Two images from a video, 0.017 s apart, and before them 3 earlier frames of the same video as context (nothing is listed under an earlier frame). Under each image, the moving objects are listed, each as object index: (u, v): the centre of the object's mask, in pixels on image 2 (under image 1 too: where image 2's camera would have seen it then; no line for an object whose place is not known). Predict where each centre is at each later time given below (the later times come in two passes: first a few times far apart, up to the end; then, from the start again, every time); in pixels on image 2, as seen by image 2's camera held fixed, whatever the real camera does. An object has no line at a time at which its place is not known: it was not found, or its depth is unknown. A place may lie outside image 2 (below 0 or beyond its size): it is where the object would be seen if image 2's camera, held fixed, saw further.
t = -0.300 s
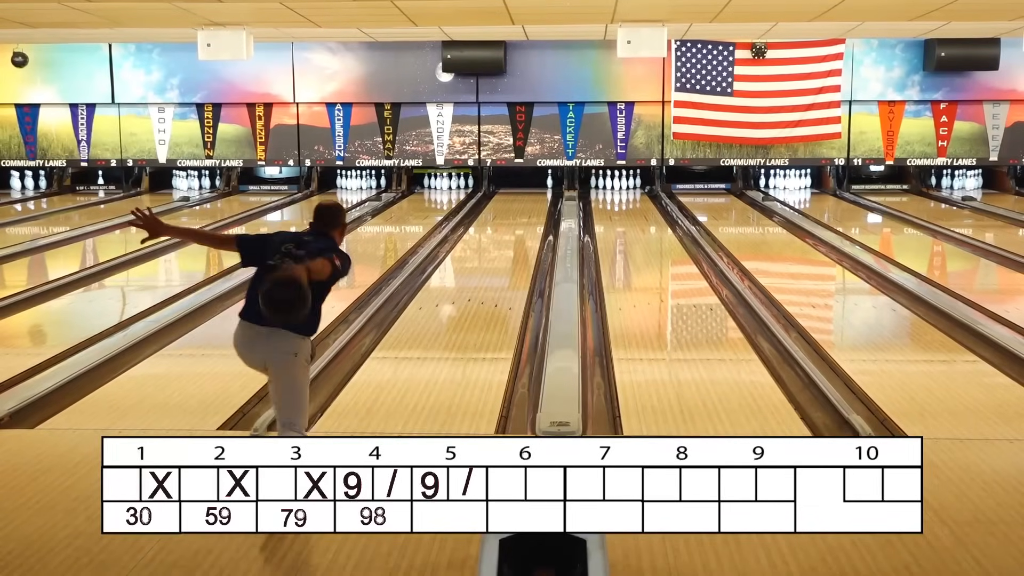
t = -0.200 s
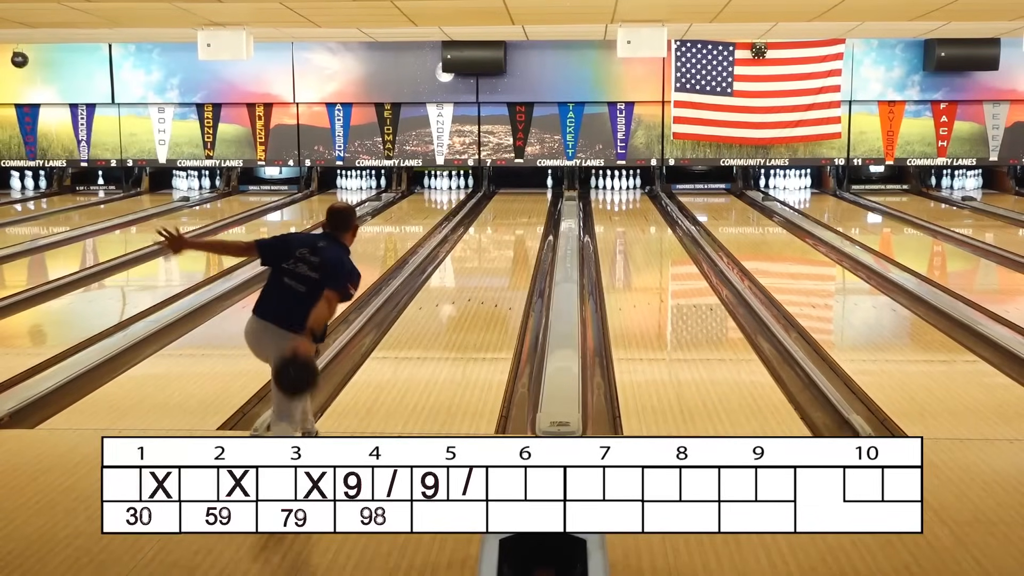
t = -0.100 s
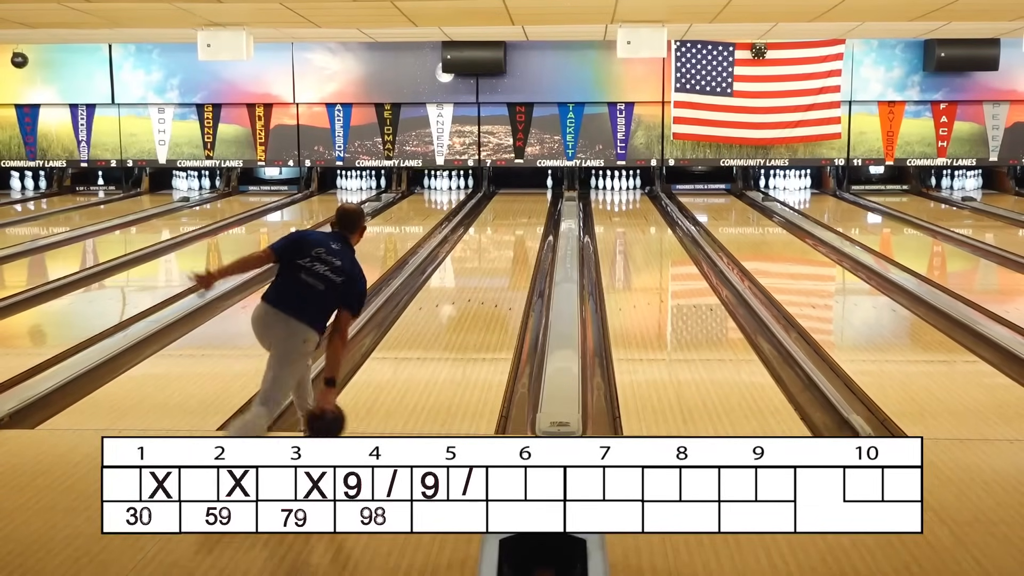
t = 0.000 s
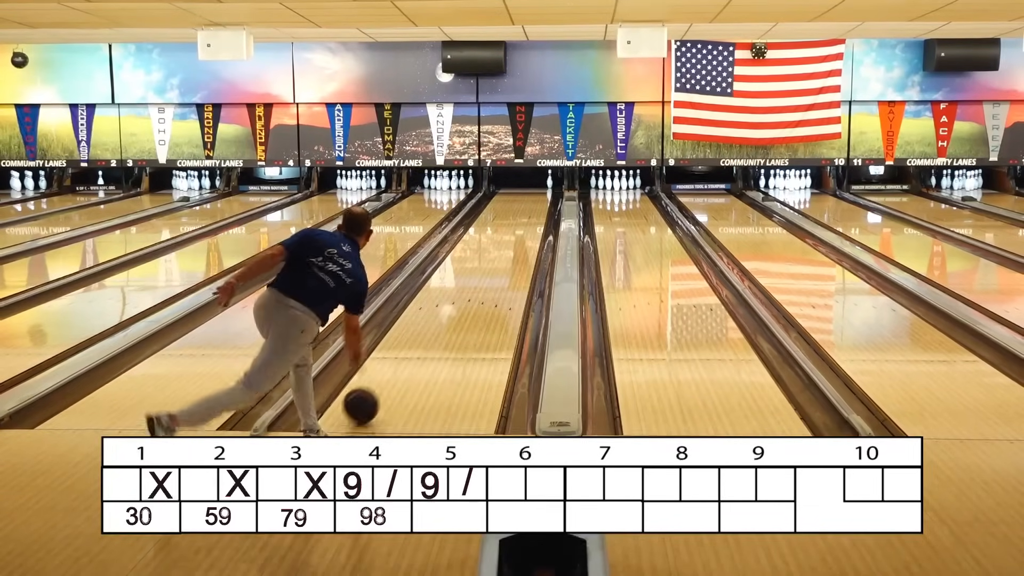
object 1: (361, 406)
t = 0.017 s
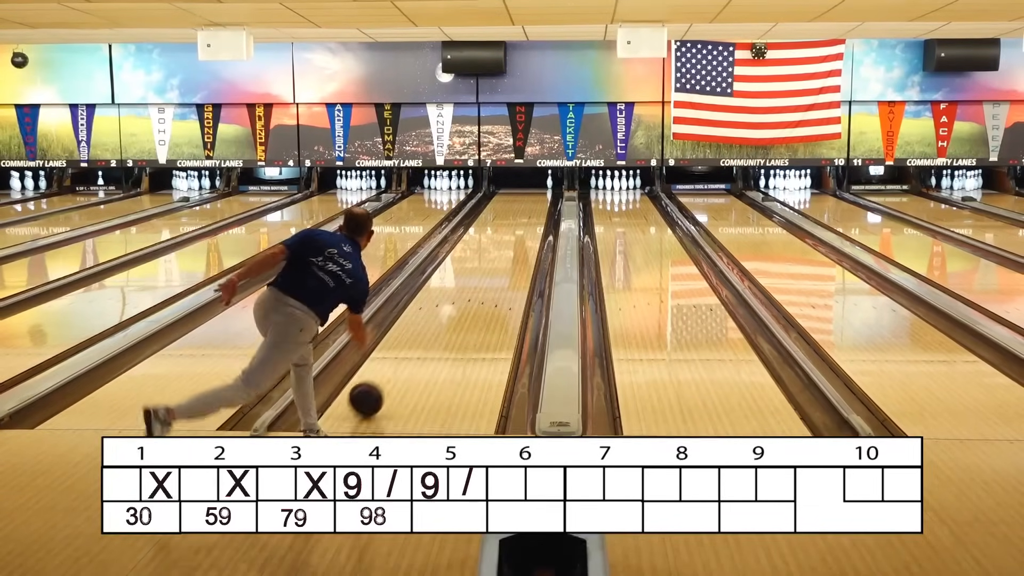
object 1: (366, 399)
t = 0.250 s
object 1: (421, 336)
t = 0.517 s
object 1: (461, 289)
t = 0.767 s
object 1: (486, 259)
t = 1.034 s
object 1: (505, 236)
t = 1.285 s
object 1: (519, 220)
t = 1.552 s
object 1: (530, 206)
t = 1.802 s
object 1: (538, 196)
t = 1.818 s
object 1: (539, 195)
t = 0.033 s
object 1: (371, 394)
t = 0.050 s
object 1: (376, 388)
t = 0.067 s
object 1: (380, 384)
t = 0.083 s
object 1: (385, 379)
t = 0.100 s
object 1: (389, 374)
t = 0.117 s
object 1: (393, 370)
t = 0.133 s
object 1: (397, 365)
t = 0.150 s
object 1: (401, 360)
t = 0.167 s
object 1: (404, 356)
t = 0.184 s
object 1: (408, 352)
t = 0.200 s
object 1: (411, 347)
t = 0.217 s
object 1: (415, 344)
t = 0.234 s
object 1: (418, 340)
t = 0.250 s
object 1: (421, 336)
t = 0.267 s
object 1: (424, 333)
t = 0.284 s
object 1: (427, 329)
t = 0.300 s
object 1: (430, 326)
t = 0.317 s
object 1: (433, 322)
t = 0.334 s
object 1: (435, 319)
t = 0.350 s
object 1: (438, 316)
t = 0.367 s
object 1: (440, 312)
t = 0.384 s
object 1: (443, 309)
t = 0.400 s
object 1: (445, 307)
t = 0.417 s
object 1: (448, 304)
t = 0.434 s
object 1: (450, 301)
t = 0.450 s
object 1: (452, 298)
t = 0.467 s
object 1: (454, 296)
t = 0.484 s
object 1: (457, 293)
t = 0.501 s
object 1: (458, 291)
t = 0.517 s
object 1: (461, 289)
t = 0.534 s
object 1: (463, 286)
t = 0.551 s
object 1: (464, 284)
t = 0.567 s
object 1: (466, 282)
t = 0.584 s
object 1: (468, 280)
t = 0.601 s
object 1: (470, 278)
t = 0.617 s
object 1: (472, 275)
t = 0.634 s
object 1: (473, 273)
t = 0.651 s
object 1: (475, 272)
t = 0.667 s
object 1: (476, 270)
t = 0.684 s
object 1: (478, 268)
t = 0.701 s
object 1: (480, 266)
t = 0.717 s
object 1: (481, 264)
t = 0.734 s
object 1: (483, 262)
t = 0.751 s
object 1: (484, 260)
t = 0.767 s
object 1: (486, 259)
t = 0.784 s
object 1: (487, 257)
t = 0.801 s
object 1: (488, 256)
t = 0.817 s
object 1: (490, 254)
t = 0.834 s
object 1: (491, 253)
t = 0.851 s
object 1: (492, 251)
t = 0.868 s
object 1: (494, 249)
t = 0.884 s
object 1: (495, 248)
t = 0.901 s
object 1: (496, 247)
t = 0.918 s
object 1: (497, 245)
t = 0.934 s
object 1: (499, 244)
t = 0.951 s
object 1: (500, 242)
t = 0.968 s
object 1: (500, 241)
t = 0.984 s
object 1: (502, 240)
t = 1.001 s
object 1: (503, 239)
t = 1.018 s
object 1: (504, 237)
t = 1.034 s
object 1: (505, 236)
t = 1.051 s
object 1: (506, 235)
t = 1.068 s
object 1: (507, 234)
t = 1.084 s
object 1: (508, 232)
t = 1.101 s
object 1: (509, 231)
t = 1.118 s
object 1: (510, 230)
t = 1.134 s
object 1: (511, 229)
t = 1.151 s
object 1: (512, 228)
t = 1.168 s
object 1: (513, 227)
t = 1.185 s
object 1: (514, 226)
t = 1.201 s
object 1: (514, 225)
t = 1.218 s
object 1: (515, 224)
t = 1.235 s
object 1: (516, 223)
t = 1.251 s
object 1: (517, 222)
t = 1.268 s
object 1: (518, 221)
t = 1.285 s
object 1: (519, 220)
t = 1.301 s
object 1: (519, 219)
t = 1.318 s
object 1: (520, 218)
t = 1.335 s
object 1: (521, 217)
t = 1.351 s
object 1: (522, 216)
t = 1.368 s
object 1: (522, 215)
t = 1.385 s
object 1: (523, 214)
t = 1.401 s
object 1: (524, 213)
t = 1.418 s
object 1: (525, 212)
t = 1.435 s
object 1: (525, 211)
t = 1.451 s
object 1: (526, 211)
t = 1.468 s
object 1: (527, 210)
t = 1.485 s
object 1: (527, 209)
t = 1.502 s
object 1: (528, 208)
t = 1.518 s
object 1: (529, 207)
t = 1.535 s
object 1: (529, 207)
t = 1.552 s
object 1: (530, 206)
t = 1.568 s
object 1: (531, 205)
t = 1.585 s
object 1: (531, 204)
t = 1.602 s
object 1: (532, 204)
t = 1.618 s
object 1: (532, 203)
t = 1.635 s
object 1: (533, 202)
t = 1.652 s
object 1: (533, 202)
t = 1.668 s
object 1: (534, 201)
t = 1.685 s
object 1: (535, 201)
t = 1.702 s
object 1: (535, 200)
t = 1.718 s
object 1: (536, 199)
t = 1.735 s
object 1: (536, 199)
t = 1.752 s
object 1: (536, 198)
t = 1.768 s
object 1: (537, 198)
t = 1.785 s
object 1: (538, 197)
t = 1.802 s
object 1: (538, 196)
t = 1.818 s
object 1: (539, 195)
